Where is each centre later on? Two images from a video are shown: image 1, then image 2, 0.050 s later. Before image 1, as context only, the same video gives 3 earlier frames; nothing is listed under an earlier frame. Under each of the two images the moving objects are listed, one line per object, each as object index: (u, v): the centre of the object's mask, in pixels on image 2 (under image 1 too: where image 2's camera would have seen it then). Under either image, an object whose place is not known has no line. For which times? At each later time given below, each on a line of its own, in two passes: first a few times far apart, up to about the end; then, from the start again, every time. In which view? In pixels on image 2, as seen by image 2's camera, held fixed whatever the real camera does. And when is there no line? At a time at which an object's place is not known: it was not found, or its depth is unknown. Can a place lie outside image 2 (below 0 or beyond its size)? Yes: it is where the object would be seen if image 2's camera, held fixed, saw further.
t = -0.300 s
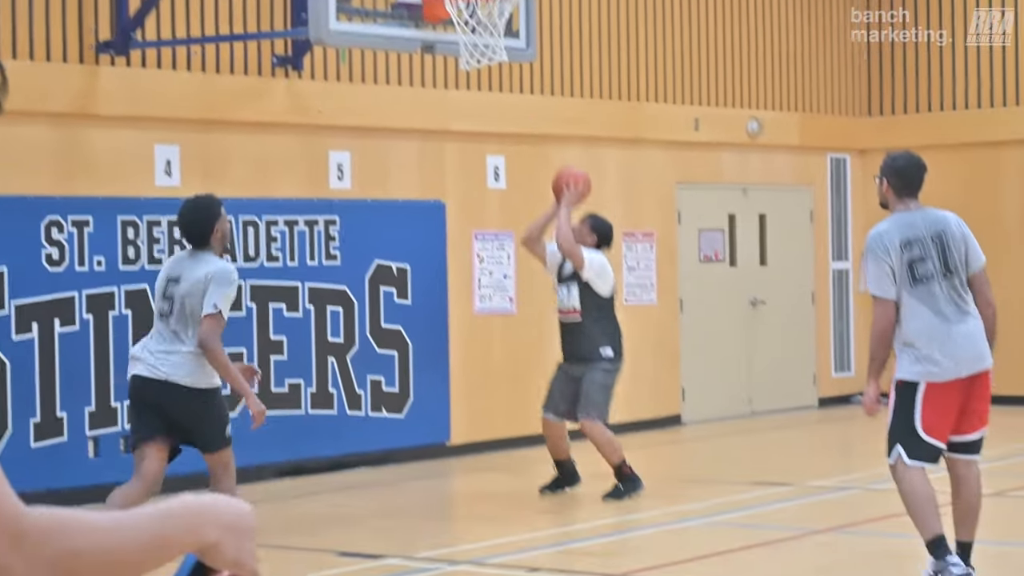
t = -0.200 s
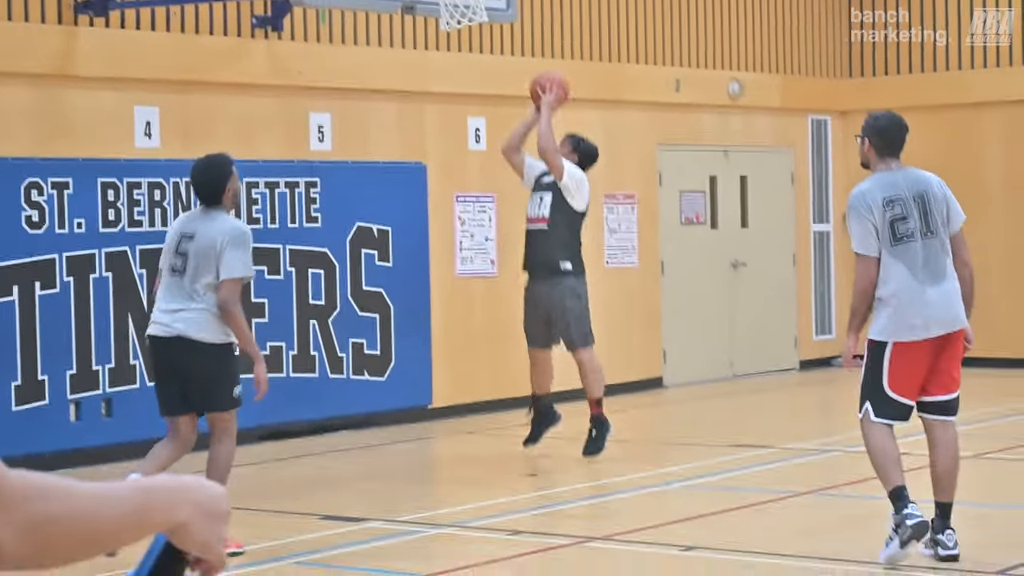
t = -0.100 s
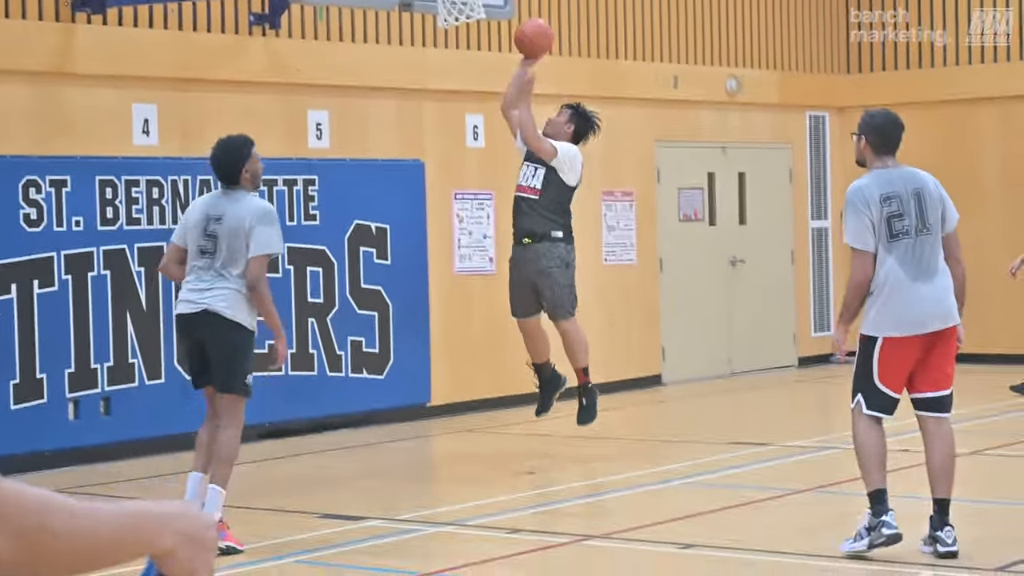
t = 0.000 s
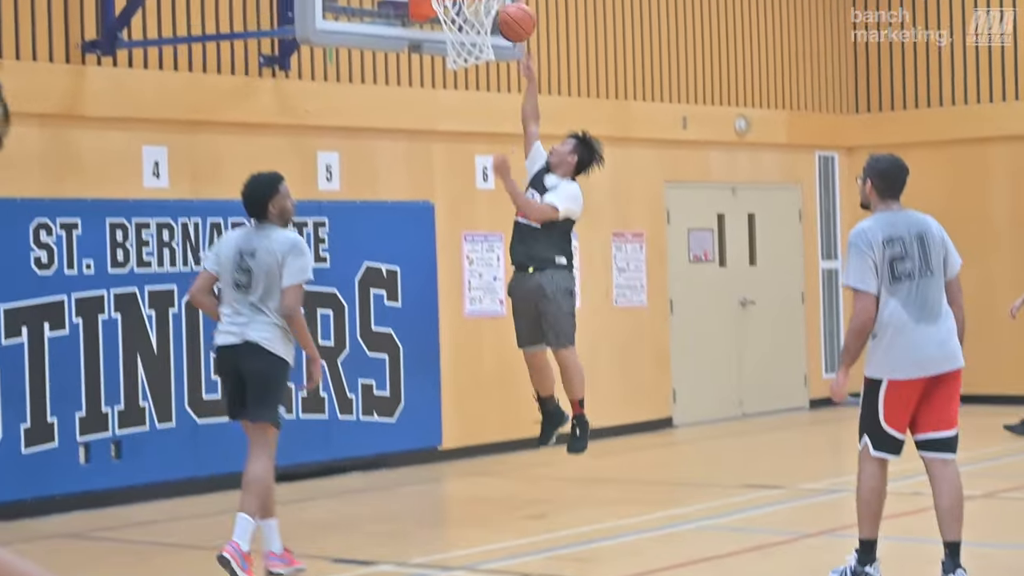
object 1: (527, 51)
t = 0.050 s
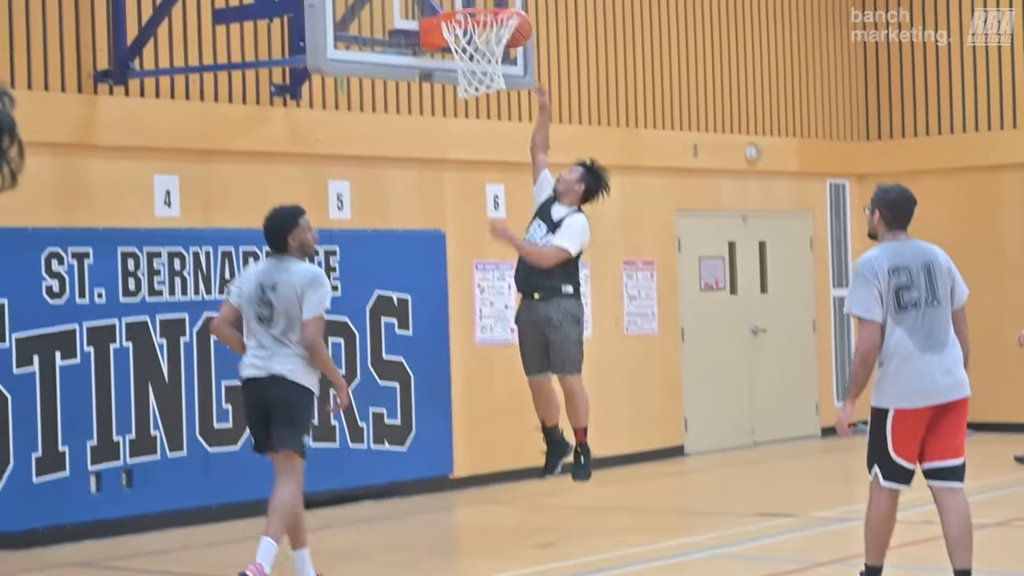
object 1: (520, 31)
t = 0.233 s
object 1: (486, -18)
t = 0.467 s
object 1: (496, -10)
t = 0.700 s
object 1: (488, 16)
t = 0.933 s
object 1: (481, 109)
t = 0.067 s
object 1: (514, 15)
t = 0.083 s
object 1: (505, 2)
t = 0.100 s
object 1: (498, -1)
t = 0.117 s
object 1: (494, -4)
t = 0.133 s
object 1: (489, -6)
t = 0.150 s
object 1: (483, -9)
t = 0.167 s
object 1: (481, -11)
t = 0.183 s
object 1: (482, -12)
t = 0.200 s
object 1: (484, -15)
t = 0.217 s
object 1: (485, -17)
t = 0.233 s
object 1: (486, -18)
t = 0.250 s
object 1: (487, -19)
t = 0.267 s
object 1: (488, -19)
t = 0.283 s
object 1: (489, -19)
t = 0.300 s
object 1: (490, -18)
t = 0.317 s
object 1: (491, -17)
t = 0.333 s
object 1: (493, -15)
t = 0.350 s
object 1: (494, -13)
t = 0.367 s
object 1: (495, -11)
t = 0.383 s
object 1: (496, -9)
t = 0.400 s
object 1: (498, -7)
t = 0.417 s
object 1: (498, -7)
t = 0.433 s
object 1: (497, -8)
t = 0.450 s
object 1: (496, -9)
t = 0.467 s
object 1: (496, -10)
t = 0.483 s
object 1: (495, -11)
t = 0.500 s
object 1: (495, -11)
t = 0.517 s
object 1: (494, -11)
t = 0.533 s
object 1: (494, -11)
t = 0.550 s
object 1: (493, -11)
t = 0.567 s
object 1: (493, -10)
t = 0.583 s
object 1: (492, -9)
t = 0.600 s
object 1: (491, -8)
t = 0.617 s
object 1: (491, -7)
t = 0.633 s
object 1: (490, -5)
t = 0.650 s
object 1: (490, -4)
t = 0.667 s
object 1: (489, -2)
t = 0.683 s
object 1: (487, 10)
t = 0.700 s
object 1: (488, 16)
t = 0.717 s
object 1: (486, 21)
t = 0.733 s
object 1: (485, 27)
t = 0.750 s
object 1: (485, 34)
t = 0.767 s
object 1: (486, 40)
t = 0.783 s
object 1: (486, 47)
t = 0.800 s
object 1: (486, 55)
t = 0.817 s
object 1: (486, 62)
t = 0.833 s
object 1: (484, 67)
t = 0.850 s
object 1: (484, 76)
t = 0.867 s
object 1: (484, 81)
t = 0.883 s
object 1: (483, 89)
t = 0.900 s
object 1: (483, 101)
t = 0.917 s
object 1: (482, 104)
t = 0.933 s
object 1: (481, 109)
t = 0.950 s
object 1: (481, 118)
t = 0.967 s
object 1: (480, 126)
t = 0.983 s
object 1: (480, 135)
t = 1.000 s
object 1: (479, 144)
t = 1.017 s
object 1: (479, 154)
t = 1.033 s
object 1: (478, 164)
